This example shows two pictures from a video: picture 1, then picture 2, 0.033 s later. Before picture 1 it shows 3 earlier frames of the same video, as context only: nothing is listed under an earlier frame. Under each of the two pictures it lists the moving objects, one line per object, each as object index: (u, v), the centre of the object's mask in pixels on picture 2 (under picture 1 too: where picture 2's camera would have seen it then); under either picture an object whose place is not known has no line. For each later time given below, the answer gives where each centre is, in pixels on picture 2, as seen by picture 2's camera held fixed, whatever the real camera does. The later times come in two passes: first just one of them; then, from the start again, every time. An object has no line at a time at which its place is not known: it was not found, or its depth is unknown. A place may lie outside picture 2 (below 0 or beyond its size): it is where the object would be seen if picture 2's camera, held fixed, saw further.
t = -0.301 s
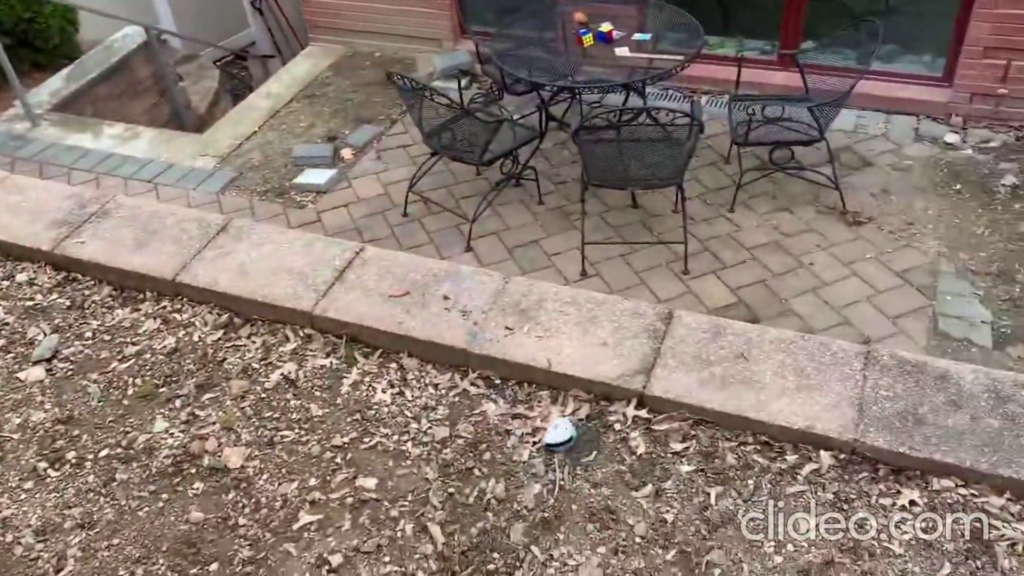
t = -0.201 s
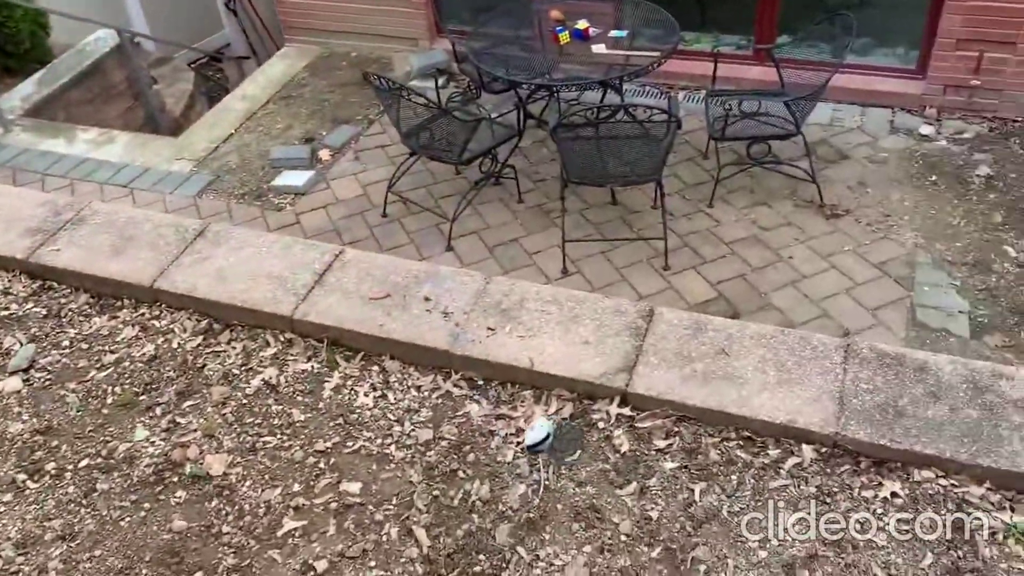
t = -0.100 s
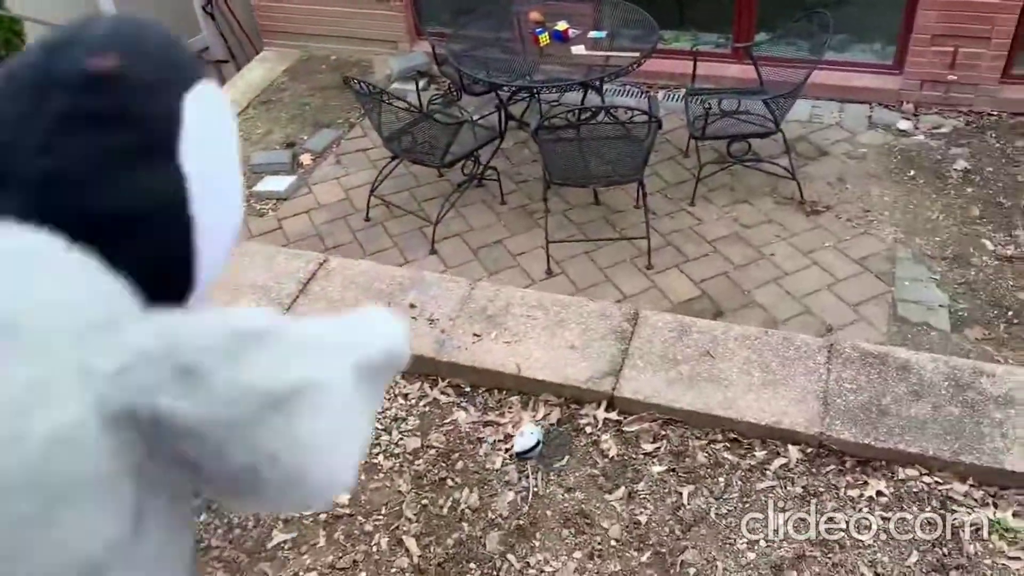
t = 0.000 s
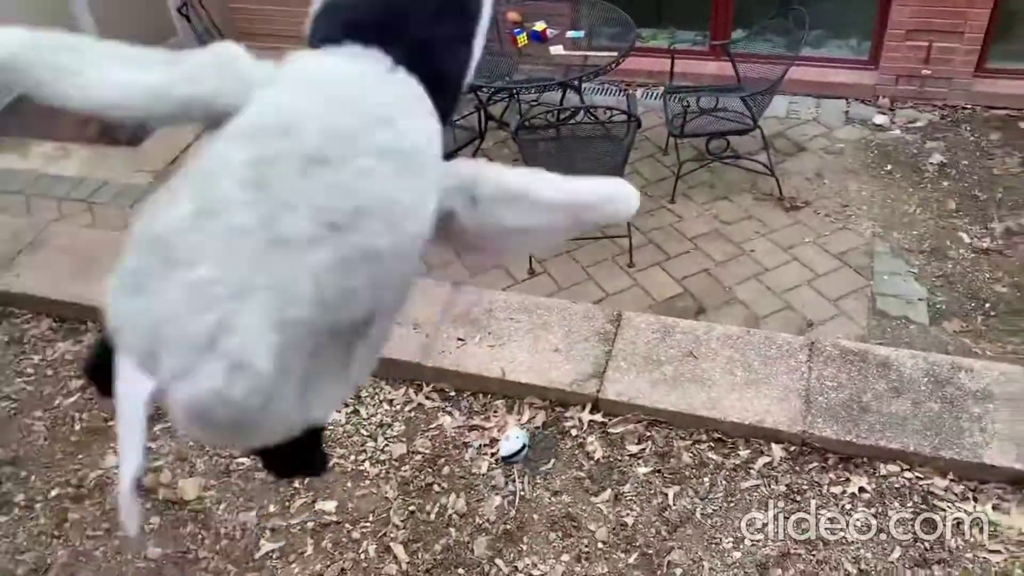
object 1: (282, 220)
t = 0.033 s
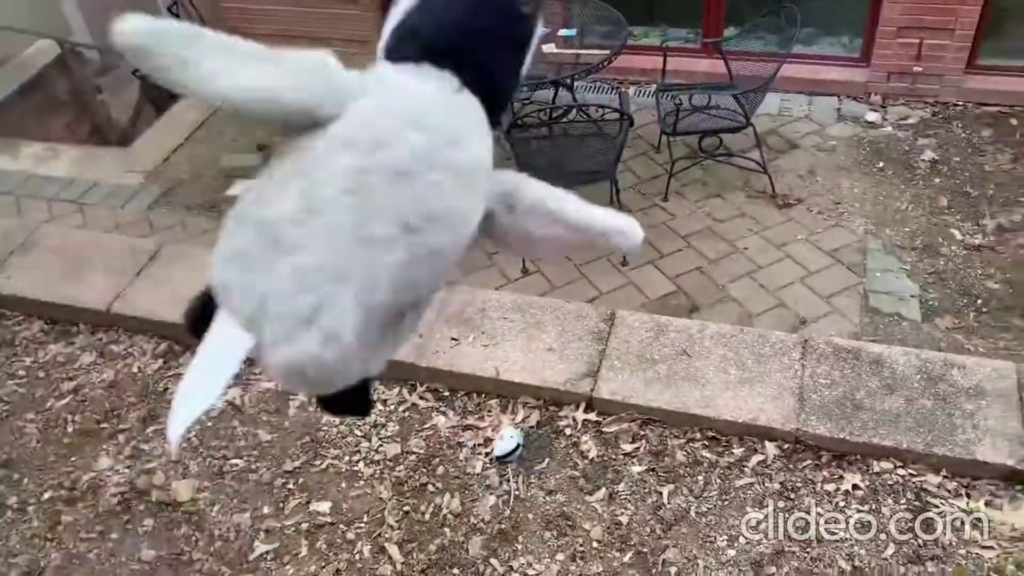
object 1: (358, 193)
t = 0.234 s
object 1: (586, 340)
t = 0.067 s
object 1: (420, 189)
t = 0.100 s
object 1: (474, 200)
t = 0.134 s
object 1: (515, 227)
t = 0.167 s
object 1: (547, 264)
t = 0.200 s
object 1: (570, 303)
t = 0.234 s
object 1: (586, 340)
